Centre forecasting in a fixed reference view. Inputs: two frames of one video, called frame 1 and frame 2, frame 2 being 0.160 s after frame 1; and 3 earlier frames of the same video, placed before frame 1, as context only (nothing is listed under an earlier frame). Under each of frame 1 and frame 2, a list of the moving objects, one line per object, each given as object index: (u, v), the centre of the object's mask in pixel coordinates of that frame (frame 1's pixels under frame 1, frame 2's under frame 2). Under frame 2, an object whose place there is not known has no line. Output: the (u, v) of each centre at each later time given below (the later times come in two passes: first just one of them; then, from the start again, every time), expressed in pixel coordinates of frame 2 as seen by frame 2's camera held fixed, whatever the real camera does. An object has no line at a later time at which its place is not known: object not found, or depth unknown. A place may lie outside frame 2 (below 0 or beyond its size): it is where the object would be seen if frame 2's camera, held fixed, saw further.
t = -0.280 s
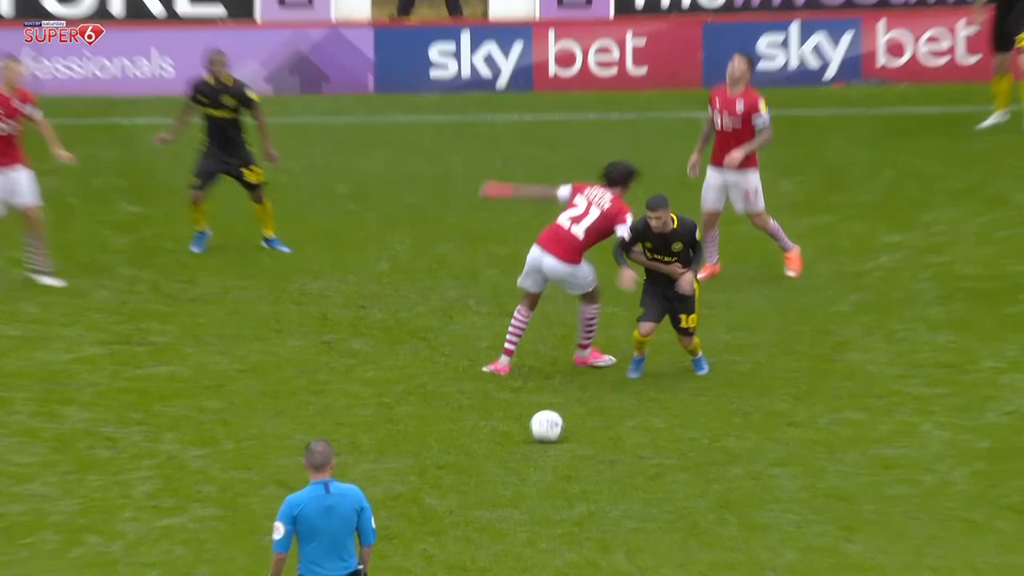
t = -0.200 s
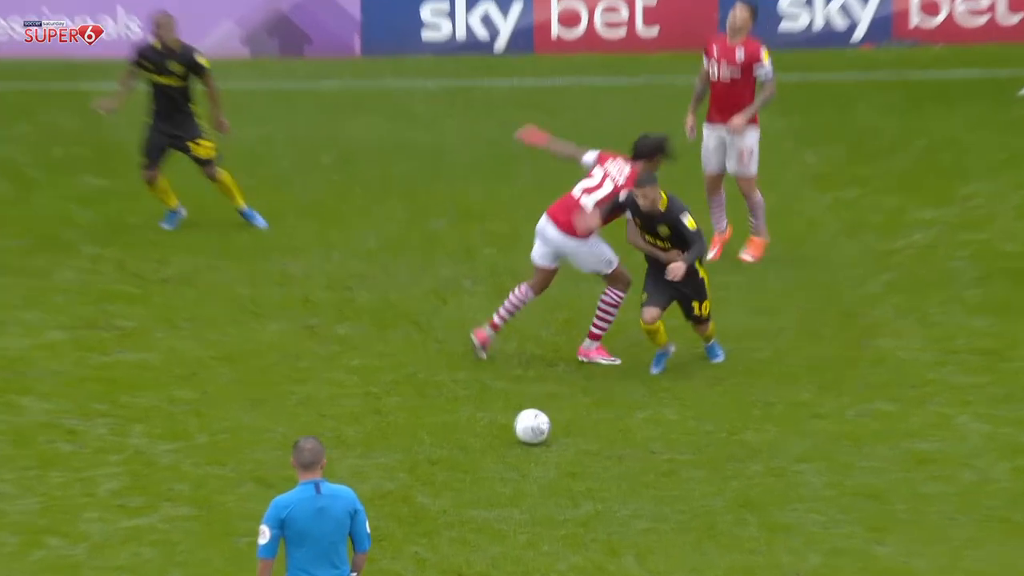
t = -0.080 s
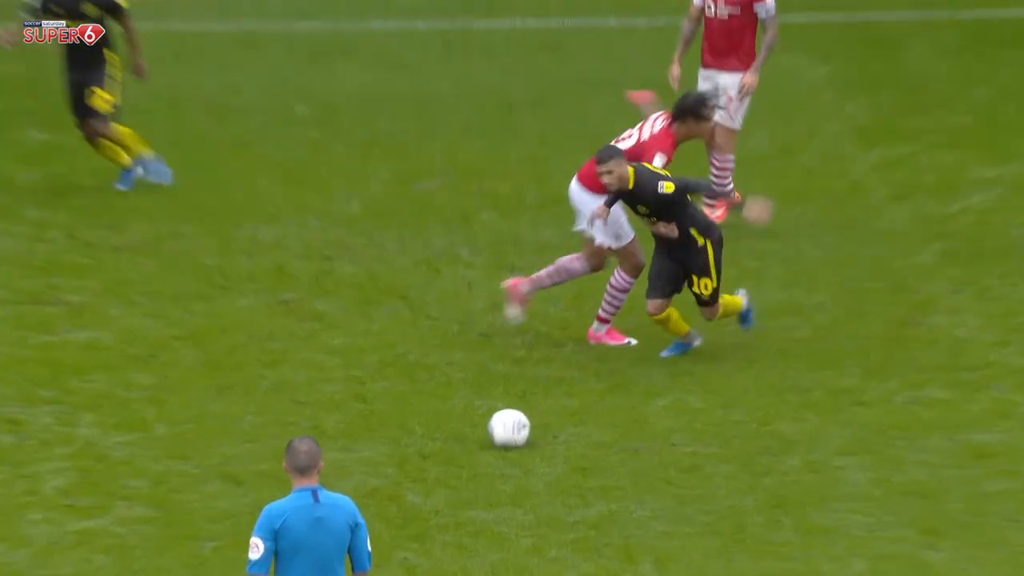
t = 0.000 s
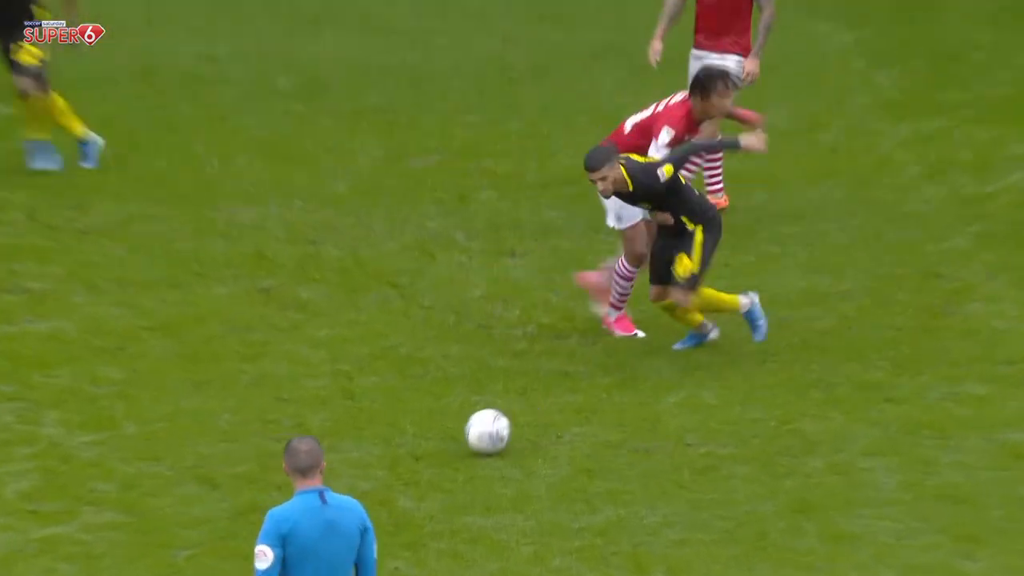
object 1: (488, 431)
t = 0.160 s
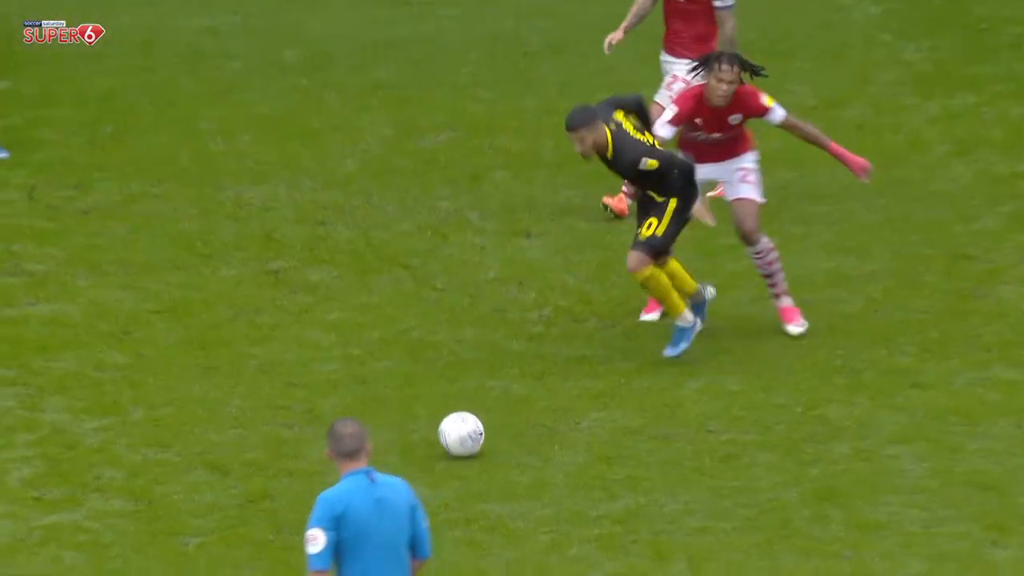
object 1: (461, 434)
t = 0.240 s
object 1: (439, 445)
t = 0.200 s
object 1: (450, 439)
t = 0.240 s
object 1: (439, 445)
